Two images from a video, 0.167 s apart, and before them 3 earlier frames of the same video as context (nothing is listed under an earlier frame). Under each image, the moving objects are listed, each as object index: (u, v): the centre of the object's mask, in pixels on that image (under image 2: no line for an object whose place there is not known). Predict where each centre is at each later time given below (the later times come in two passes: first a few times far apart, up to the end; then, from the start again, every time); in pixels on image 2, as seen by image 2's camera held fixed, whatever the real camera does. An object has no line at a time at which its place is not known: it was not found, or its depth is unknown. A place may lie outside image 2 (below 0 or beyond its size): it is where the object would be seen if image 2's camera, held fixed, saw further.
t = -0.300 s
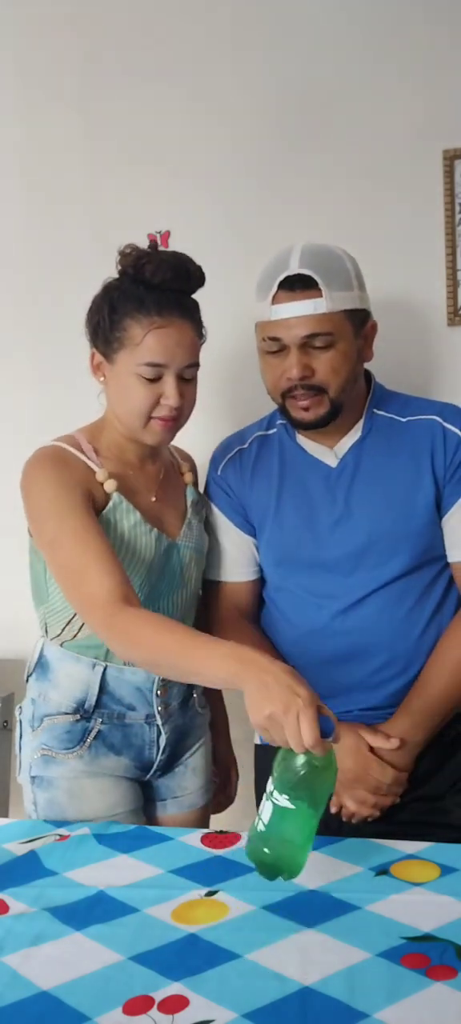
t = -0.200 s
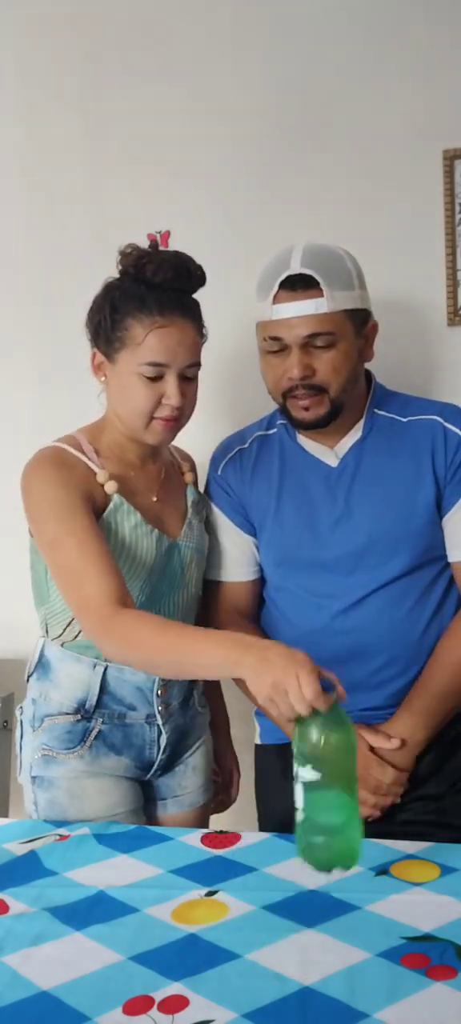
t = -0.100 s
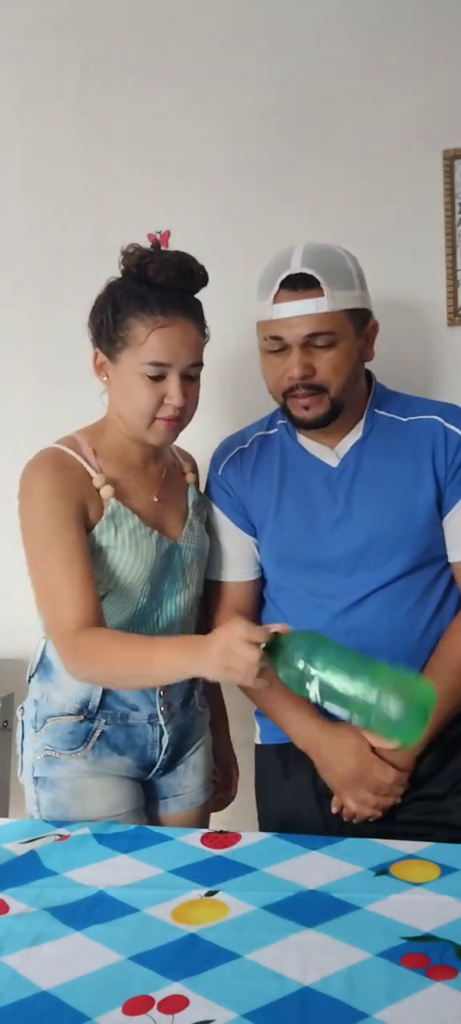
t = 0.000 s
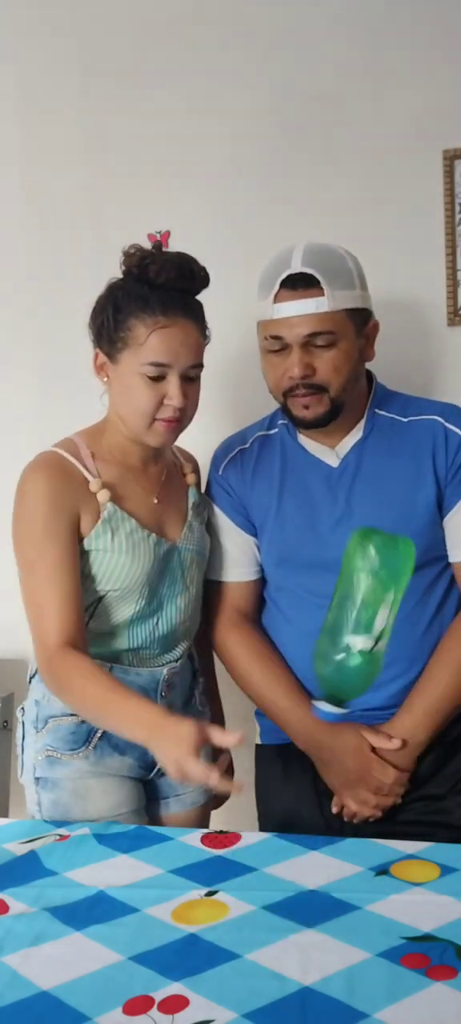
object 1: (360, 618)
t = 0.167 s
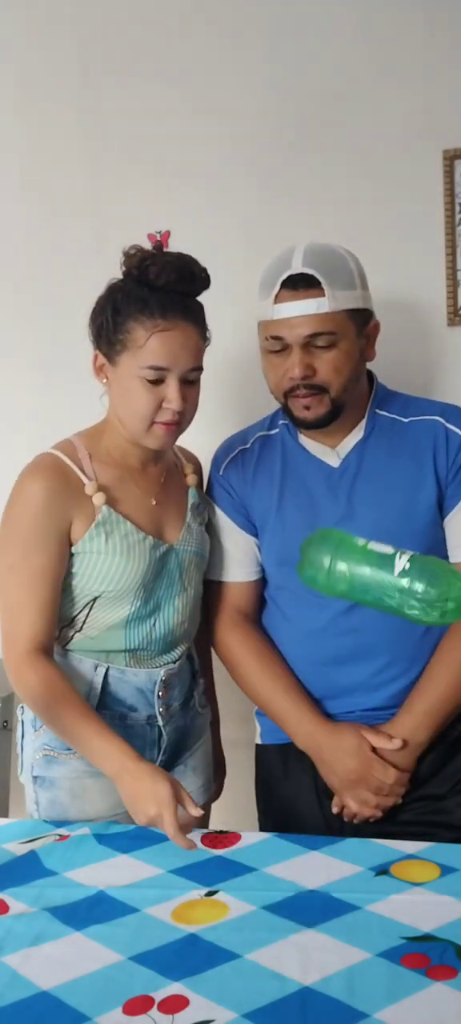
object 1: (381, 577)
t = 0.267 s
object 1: (375, 678)
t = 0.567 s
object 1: (382, 899)
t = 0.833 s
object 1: (382, 898)
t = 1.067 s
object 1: (382, 899)
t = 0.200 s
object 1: (379, 601)
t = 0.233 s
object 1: (377, 635)
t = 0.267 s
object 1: (375, 678)
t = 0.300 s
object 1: (372, 731)
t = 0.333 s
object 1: (370, 792)
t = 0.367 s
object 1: (367, 859)
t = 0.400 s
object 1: (369, 871)
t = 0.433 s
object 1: (373, 892)
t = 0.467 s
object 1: (379, 899)
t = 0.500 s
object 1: (382, 899)
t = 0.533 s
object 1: (383, 898)
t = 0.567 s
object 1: (382, 899)
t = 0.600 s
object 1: (383, 900)
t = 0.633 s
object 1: (383, 900)
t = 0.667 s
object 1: (383, 900)
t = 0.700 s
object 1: (383, 900)
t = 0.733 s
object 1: (382, 899)
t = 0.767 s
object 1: (382, 898)
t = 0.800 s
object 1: (382, 898)
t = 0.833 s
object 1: (382, 898)
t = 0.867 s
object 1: (382, 899)
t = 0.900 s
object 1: (382, 899)
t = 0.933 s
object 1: (382, 898)
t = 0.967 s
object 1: (382, 898)
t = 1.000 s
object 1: (382, 899)
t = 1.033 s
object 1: (382, 899)
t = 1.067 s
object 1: (382, 899)
